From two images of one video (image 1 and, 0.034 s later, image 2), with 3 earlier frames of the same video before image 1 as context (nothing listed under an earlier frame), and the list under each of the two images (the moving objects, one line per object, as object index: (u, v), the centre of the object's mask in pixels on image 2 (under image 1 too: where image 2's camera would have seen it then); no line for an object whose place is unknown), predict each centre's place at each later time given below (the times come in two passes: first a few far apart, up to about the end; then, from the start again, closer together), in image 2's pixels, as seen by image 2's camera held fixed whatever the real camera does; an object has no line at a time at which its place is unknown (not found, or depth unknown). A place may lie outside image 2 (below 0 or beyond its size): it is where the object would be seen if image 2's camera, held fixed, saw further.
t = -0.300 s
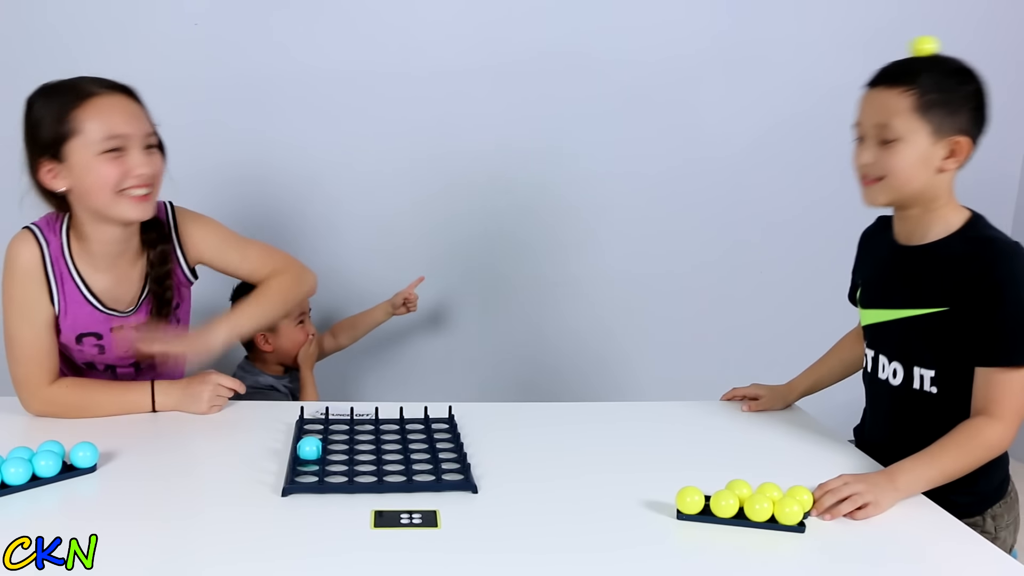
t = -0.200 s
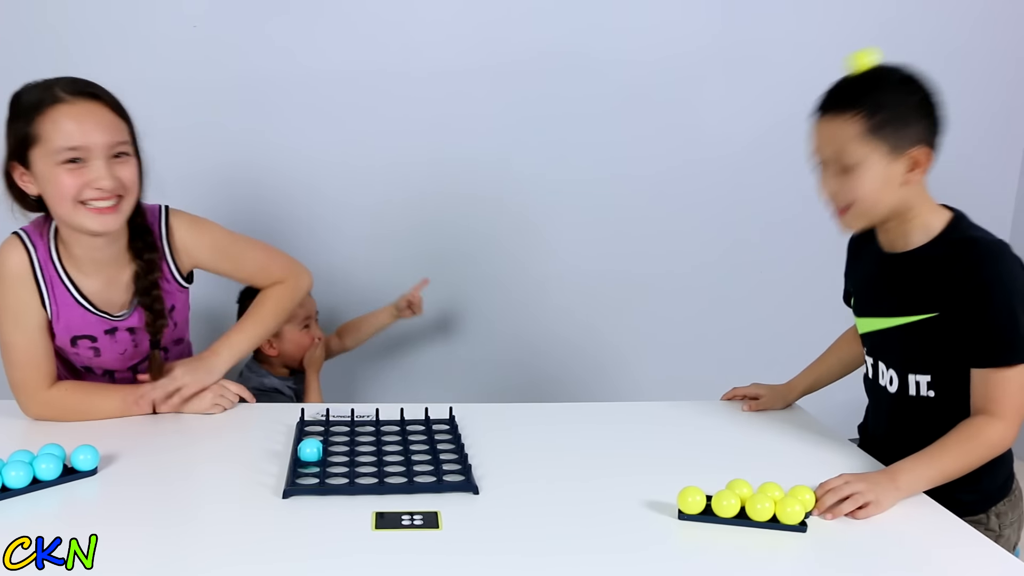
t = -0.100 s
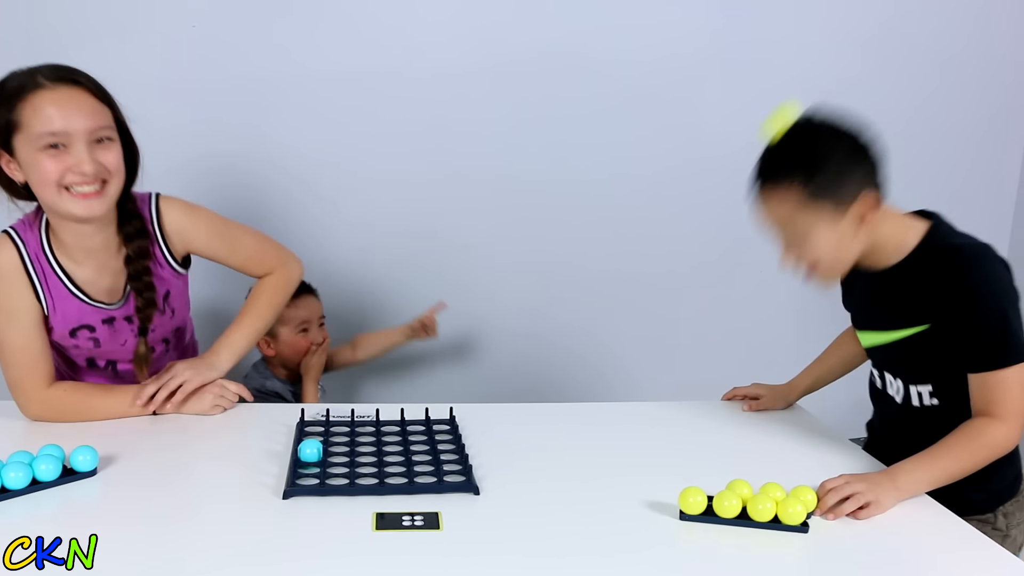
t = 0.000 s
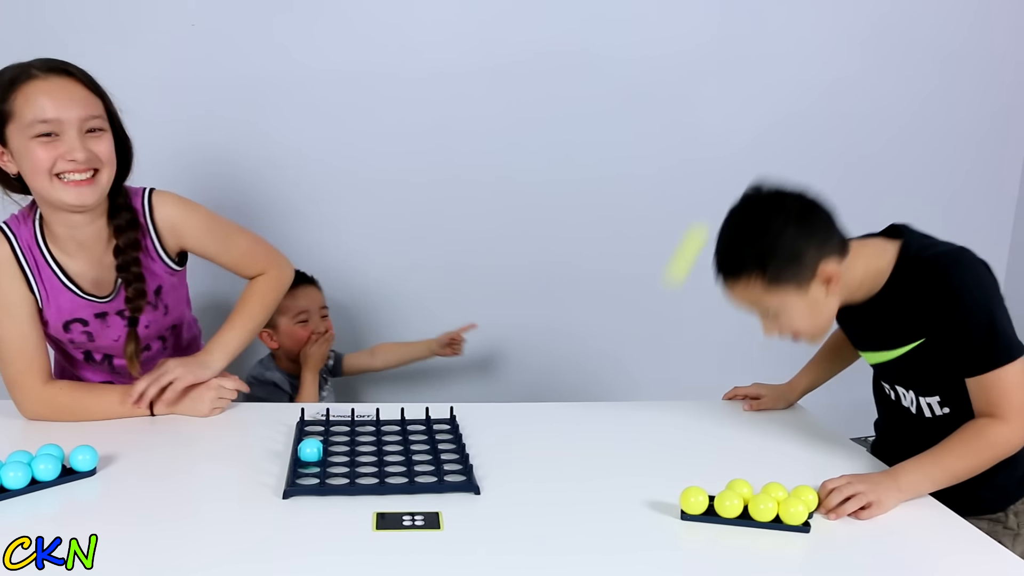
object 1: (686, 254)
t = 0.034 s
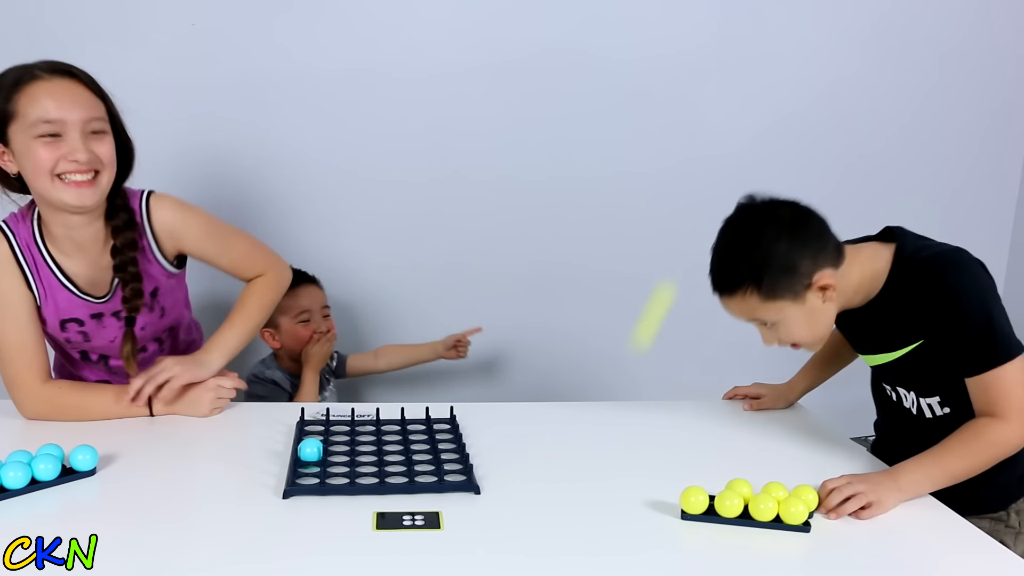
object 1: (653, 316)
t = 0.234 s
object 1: (538, 300)
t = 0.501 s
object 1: (412, 345)
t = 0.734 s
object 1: (313, 452)
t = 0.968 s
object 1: (308, 471)
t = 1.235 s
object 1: (308, 472)
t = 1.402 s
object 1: (308, 472)
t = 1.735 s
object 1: (308, 472)
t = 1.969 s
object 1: (307, 472)
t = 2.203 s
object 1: (308, 472)
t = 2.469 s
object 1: (308, 472)
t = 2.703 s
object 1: (308, 472)
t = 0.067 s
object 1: (621, 382)
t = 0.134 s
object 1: (576, 400)
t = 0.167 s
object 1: (565, 364)
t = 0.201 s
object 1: (552, 328)
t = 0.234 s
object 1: (538, 300)
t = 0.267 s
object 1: (523, 278)
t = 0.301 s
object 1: (508, 265)
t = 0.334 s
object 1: (493, 259)
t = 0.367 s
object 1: (477, 259)
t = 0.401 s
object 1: (461, 268)
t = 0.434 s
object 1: (444, 286)
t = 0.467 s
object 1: (428, 311)
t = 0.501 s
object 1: (412, 345)
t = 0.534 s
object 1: (398, 380)
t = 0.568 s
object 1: (379, 430)
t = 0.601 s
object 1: (357, 432)
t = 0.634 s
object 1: (341, 431)
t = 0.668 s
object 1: (328, 434)
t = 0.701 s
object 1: (312, 447)
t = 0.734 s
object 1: (313, 452)
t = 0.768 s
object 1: (313, 455)
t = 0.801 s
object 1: (309, 458)
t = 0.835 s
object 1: (305, 465)
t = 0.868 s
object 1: (307, 468)
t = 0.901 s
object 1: (308, 471)
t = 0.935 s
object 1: (307, 471)
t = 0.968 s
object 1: (308, 471)
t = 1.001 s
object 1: (308, 471)
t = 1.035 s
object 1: (308, 472)
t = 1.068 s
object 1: (308, 472)
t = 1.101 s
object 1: (307, 472)
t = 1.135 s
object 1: (307, 472)
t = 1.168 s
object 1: (308, 472)
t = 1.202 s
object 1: (308, 472)
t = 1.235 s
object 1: (308, 472)
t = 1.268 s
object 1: (308, 472)
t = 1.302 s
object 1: (308, 472)
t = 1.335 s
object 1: (308, 472)
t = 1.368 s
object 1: (308, 472)
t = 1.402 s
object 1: (308, 472)
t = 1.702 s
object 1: (308, 472)
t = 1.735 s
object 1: (308, 472)
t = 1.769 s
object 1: (308, 472)
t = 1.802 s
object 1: (308, 472)
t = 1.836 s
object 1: (308, 472)
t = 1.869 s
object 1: (308, 472)
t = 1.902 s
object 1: (308, 472)
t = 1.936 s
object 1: (308, 472)
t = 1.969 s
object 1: (307, 472)
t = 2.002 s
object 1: (308, 472)
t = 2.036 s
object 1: (308, 472)
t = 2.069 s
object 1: (308, 472)
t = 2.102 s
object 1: (308, 472)
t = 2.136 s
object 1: (308, 472)
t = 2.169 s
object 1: (308, 472)
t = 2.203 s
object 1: (308, 472)
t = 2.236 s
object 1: (308, 472)
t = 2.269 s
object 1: (308, 472)
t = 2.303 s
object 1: (308, 472)
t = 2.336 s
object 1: (308, 472)
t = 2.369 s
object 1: (308, 472)
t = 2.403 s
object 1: (308, 472)
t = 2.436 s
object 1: (308, 472)
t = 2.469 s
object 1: (308, 472)
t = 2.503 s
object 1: (307, 472)
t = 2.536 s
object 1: (308, 472)
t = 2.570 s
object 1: (307, 472)
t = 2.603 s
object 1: (308, 472)
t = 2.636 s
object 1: (308, 472)
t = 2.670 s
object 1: (308, 472)
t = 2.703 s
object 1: (308, 472)
